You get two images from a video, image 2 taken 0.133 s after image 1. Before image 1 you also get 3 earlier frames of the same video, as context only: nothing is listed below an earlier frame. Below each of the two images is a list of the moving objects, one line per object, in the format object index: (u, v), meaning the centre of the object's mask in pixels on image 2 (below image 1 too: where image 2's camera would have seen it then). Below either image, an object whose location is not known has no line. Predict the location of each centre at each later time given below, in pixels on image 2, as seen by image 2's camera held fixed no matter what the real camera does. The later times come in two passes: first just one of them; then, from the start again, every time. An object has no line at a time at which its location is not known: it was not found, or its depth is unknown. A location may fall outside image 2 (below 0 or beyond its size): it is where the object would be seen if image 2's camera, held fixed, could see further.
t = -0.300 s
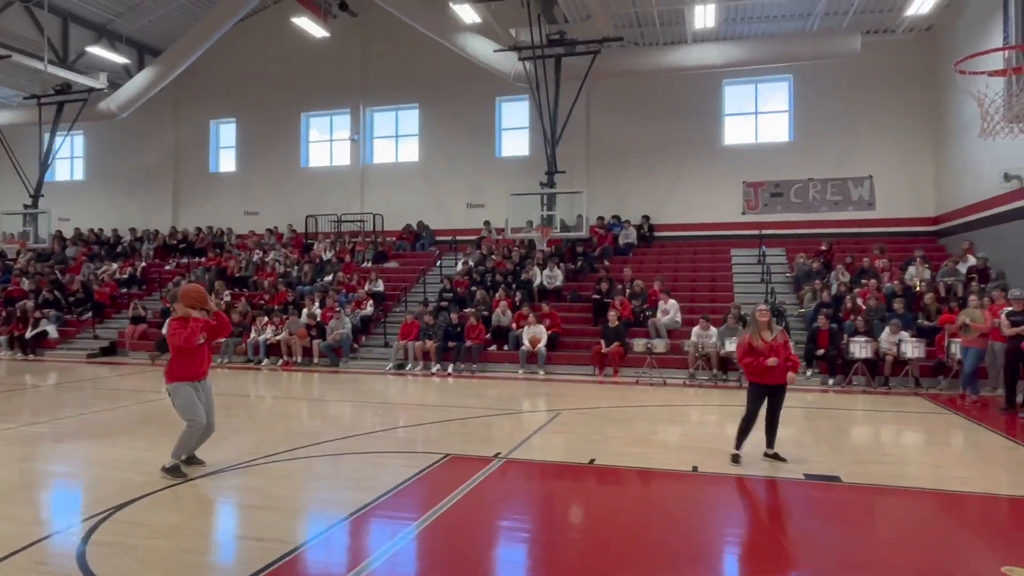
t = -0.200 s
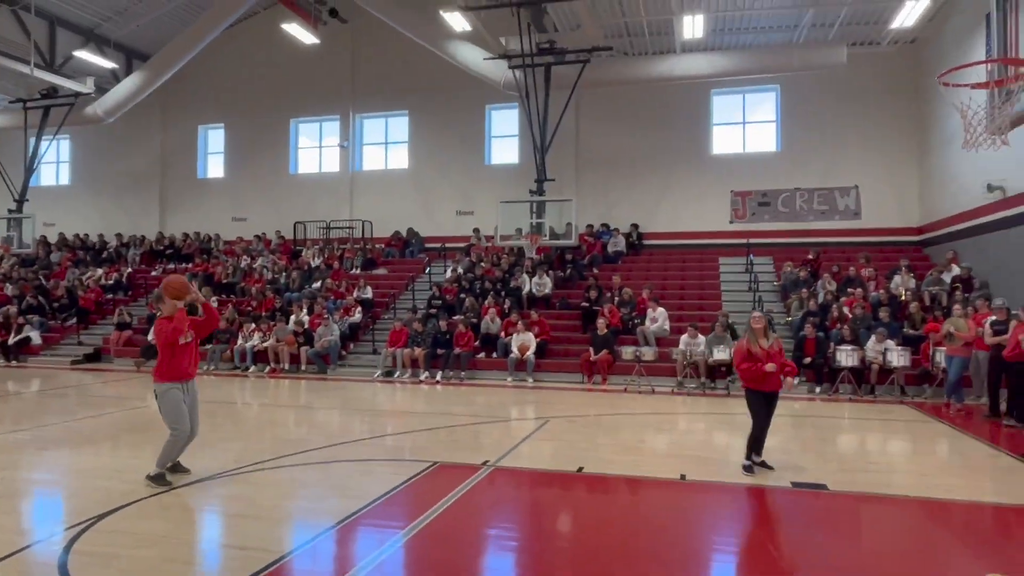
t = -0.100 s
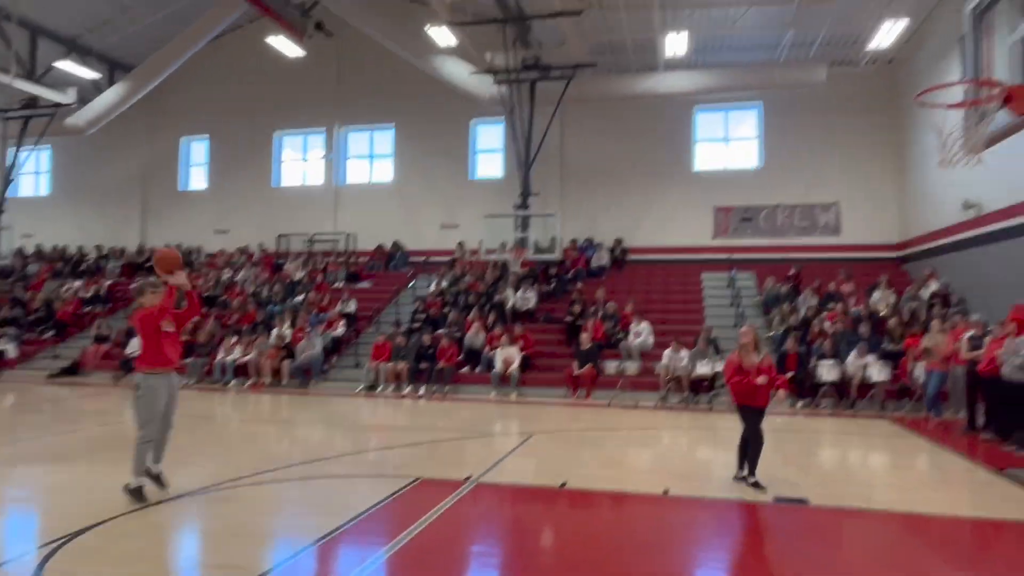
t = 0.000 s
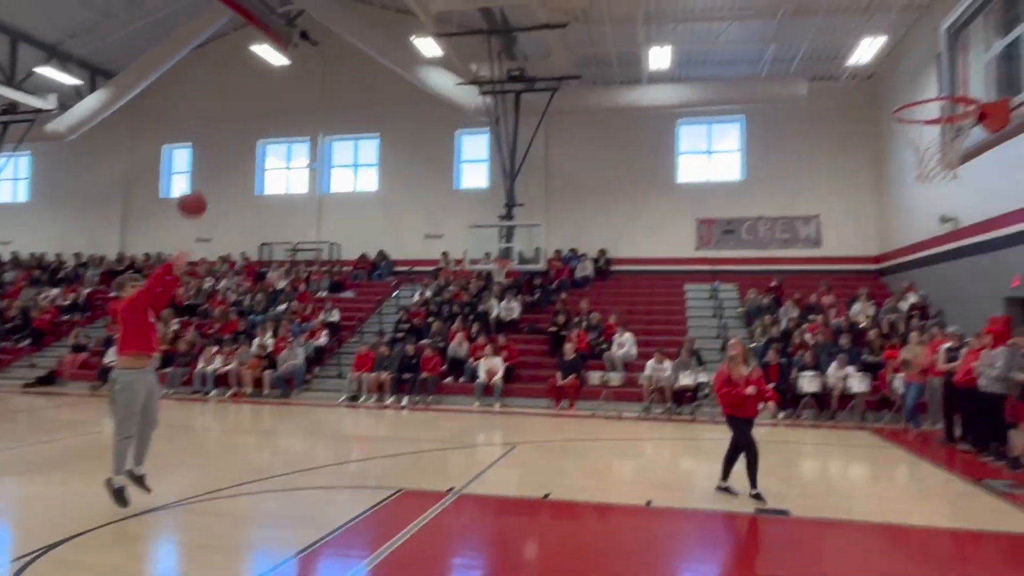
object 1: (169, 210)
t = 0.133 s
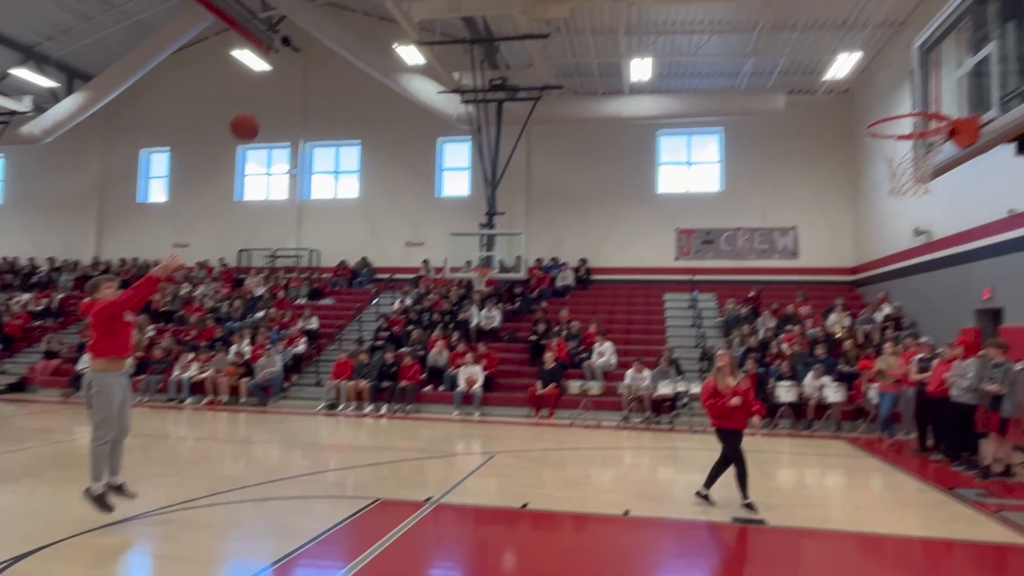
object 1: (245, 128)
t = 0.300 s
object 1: (341, 49)
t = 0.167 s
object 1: (263, 109)
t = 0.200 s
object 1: (282, 93)
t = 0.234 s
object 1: (302, 78)
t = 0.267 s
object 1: (321, 63)
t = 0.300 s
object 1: (341, 49)
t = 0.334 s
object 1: (360, 38)
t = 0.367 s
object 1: (381, 26)
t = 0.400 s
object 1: (400, 17)
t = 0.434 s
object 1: (421, 8)
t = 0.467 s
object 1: (441, 0)
